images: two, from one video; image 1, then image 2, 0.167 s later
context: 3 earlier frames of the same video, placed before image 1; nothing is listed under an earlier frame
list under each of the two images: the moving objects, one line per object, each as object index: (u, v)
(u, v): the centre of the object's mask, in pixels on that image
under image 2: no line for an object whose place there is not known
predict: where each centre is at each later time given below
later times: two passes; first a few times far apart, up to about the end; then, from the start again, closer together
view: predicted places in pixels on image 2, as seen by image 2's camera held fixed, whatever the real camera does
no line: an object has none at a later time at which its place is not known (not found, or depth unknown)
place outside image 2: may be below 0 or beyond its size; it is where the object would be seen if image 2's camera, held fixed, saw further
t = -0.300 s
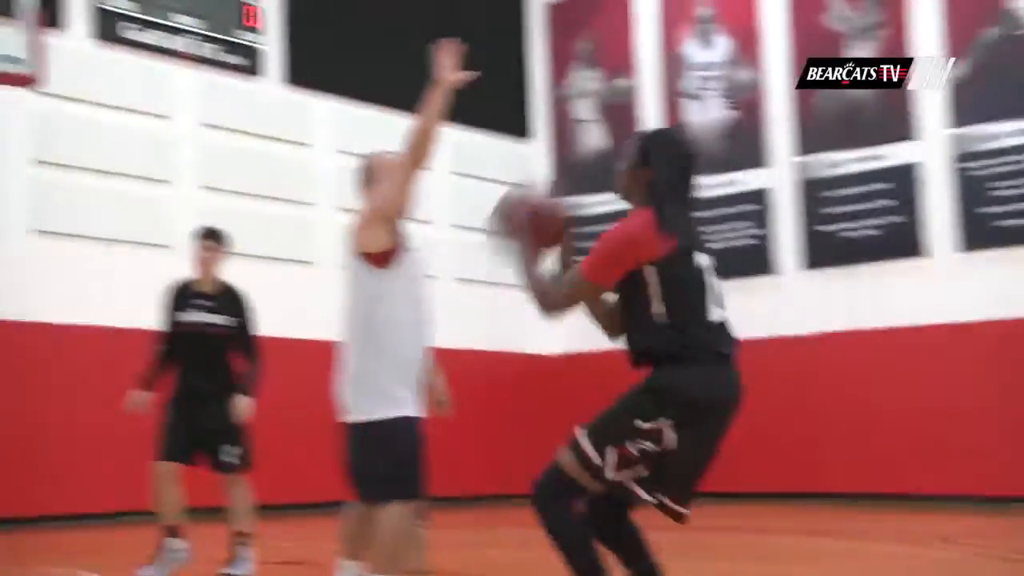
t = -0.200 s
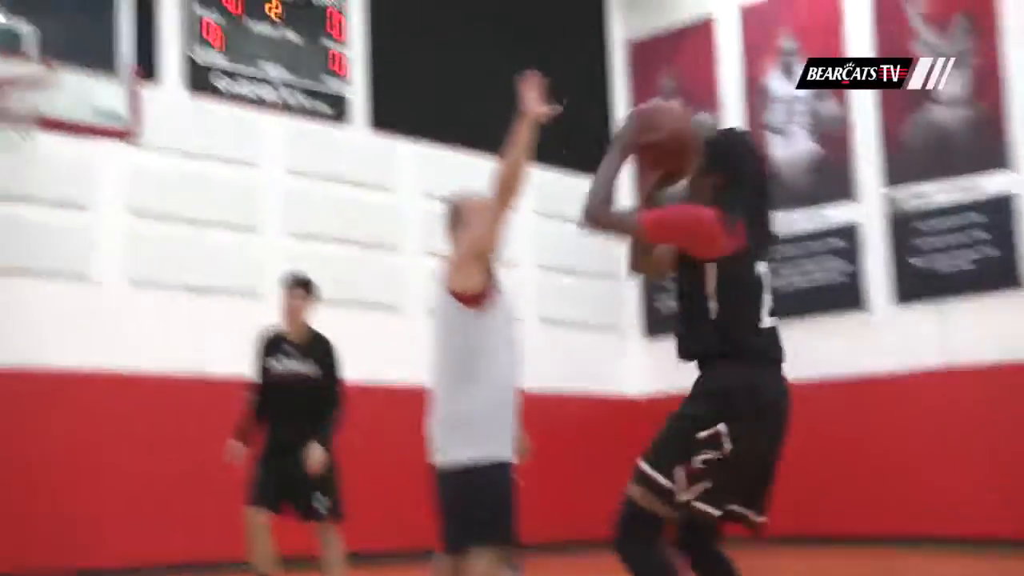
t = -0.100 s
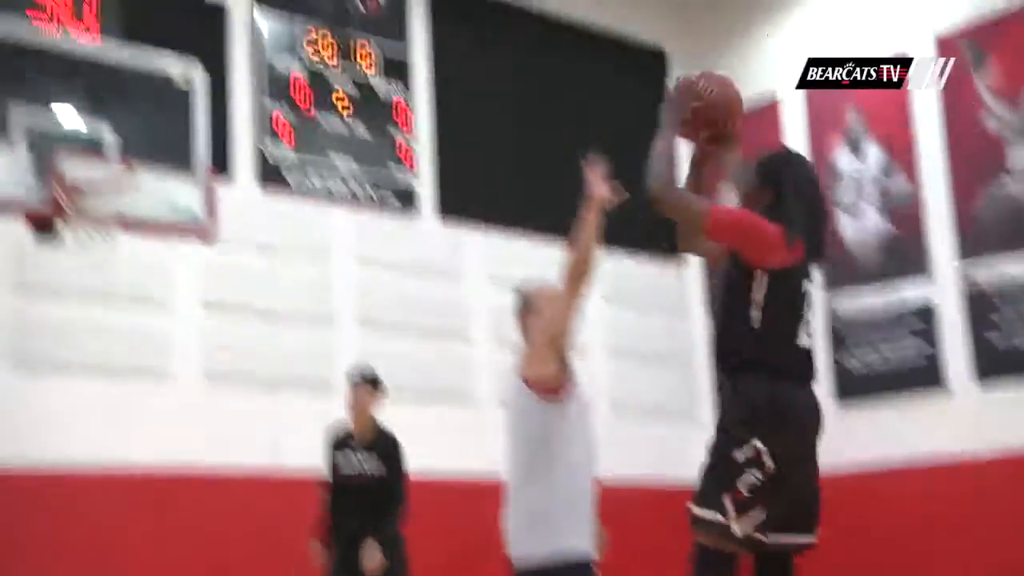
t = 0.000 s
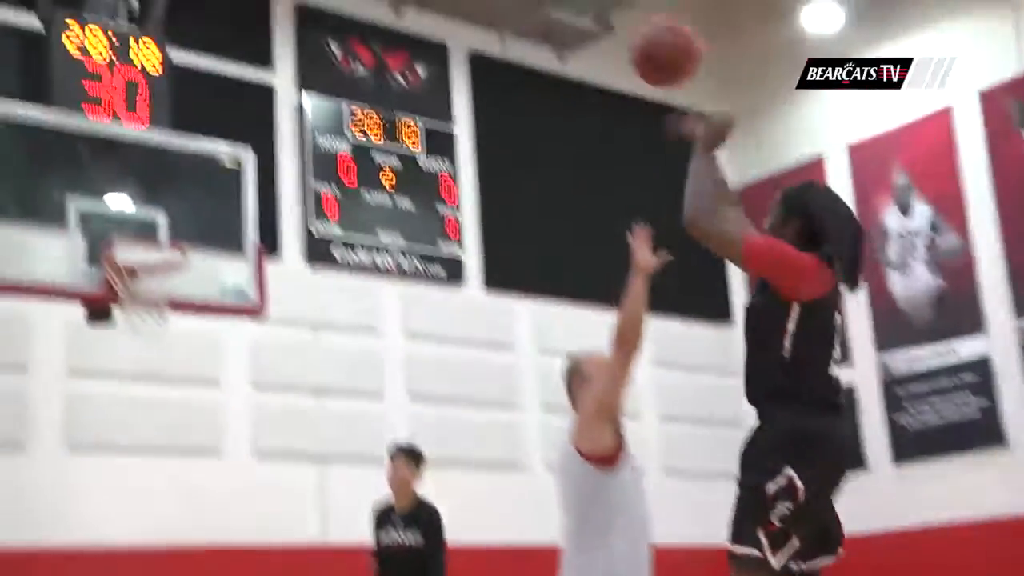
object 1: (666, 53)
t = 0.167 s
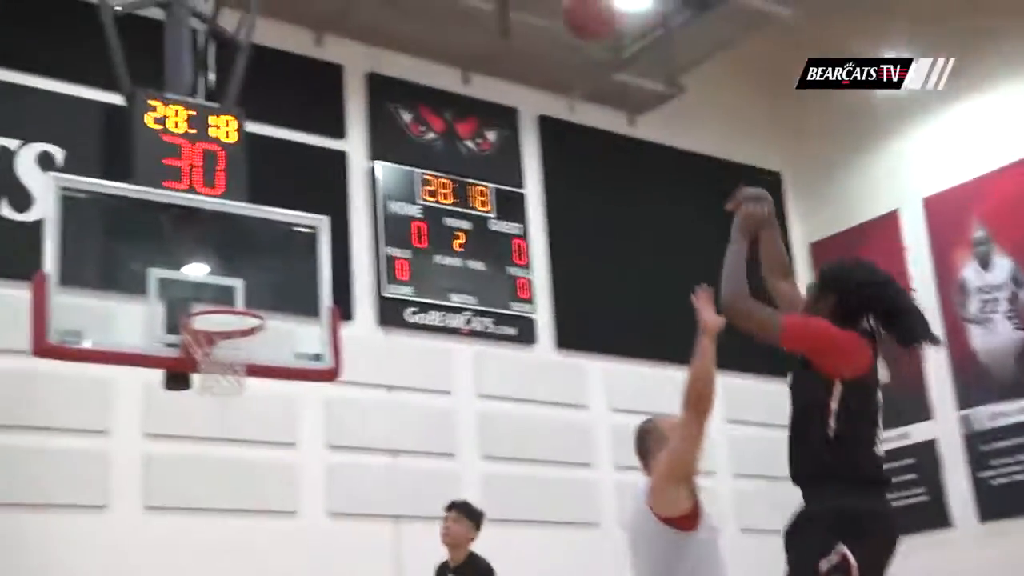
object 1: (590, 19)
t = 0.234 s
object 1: (546, 11)
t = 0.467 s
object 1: (424, 25)
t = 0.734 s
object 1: (319, 119)
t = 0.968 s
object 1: (249, 293)
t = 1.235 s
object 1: (201, 389)
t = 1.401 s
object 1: (185, 460)
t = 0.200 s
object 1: (568, 14)
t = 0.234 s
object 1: (546, 11)
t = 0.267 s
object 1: (525, 9)
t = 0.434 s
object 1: (442, 19)
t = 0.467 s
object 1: (424, 25)
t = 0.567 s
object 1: (379, 47)
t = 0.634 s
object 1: (355, 68)
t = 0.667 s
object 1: (341, 85)
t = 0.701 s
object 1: (329, 101)
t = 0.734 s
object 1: (319, 119)
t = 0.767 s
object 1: (307, 143)
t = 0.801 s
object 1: (298, 165)
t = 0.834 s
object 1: (288, 186)
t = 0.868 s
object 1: (277, 212)
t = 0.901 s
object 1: (268, 240)
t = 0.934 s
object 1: (258, 265)
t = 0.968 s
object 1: (249, 293)
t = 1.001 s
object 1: (232, 326)
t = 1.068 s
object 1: (222, 363)
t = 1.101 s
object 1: (217, 366)
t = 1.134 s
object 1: (212, 369)
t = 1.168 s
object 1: (208, 376)
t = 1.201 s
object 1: (204, 382)
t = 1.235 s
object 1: (201, 389)
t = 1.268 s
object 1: (196, 400)
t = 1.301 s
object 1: (193, 412)
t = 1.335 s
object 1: (190, 426)
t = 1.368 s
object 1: (187, 442)
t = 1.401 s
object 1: (185, 460)
